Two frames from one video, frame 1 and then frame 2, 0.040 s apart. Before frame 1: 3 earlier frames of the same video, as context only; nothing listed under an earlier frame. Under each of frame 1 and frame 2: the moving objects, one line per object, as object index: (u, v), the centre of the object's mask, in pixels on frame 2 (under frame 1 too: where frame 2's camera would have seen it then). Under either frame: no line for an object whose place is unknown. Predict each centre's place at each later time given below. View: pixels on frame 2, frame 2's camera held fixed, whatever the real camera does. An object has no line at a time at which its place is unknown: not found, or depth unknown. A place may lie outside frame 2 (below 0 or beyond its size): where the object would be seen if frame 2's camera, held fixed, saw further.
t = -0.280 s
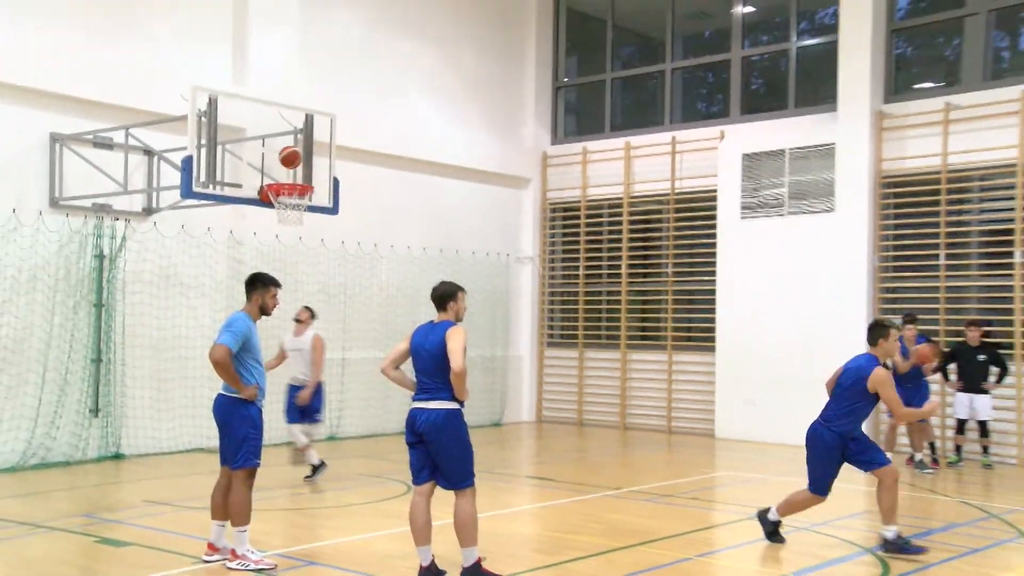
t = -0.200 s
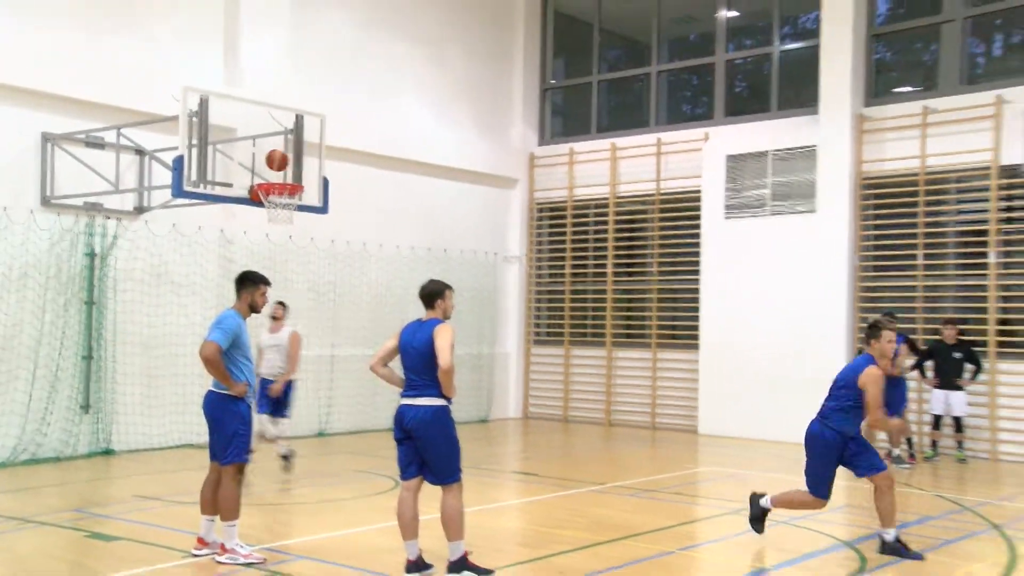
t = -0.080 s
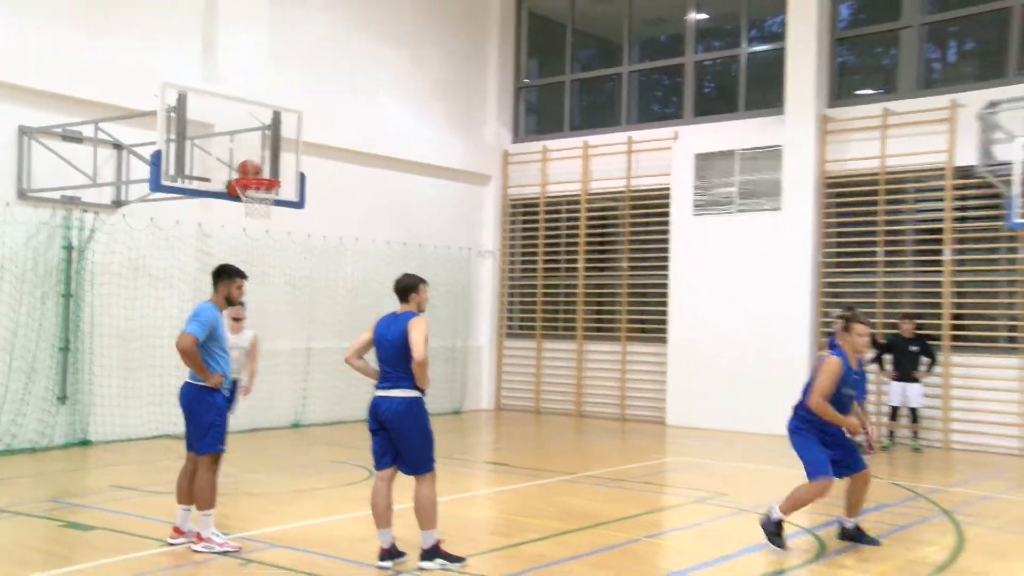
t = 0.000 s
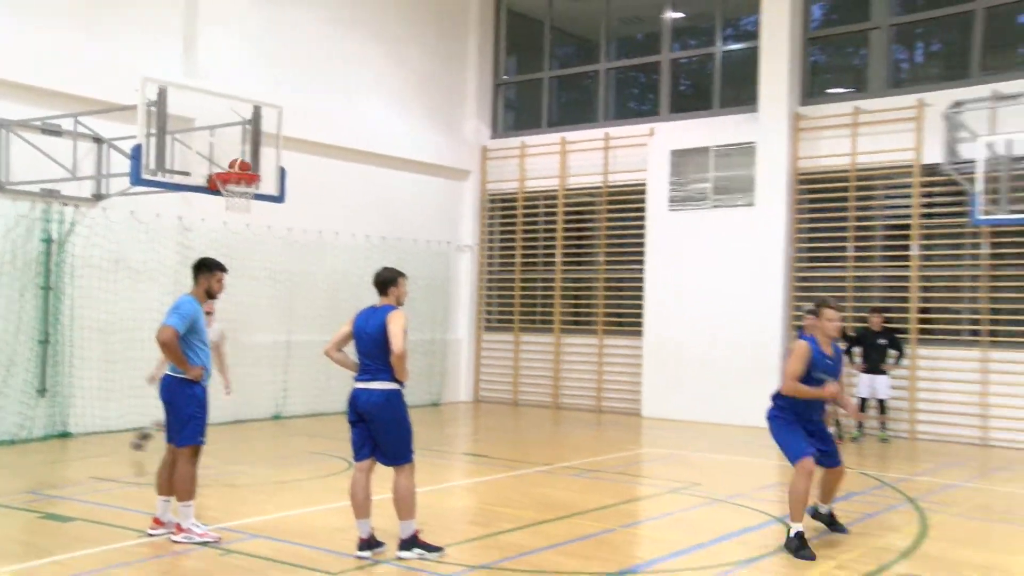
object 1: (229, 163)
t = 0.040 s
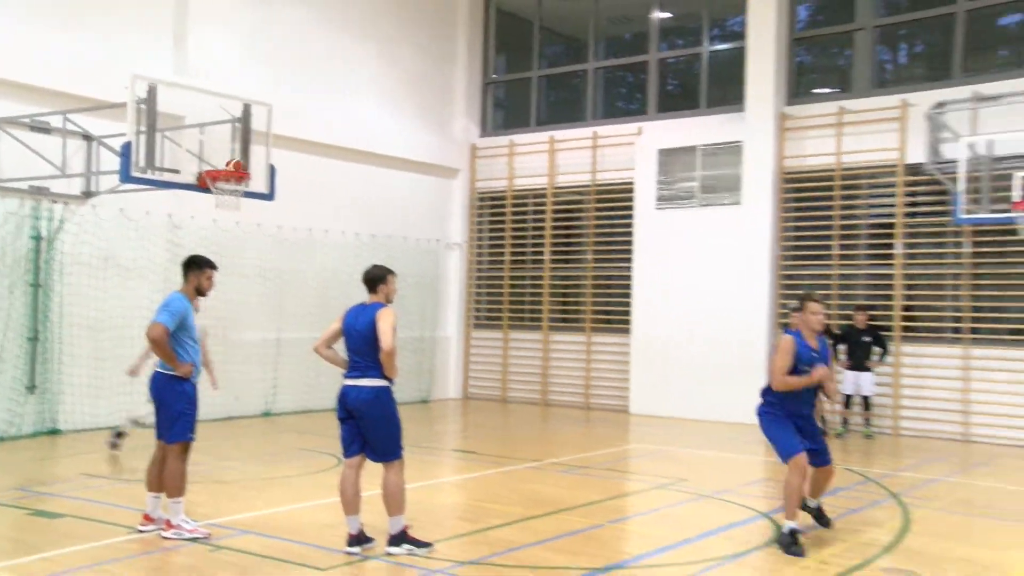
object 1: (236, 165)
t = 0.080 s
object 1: (237, 166)
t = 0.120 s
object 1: (231, 165)
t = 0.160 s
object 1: (223, 166)
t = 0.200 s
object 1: (217, 166)
